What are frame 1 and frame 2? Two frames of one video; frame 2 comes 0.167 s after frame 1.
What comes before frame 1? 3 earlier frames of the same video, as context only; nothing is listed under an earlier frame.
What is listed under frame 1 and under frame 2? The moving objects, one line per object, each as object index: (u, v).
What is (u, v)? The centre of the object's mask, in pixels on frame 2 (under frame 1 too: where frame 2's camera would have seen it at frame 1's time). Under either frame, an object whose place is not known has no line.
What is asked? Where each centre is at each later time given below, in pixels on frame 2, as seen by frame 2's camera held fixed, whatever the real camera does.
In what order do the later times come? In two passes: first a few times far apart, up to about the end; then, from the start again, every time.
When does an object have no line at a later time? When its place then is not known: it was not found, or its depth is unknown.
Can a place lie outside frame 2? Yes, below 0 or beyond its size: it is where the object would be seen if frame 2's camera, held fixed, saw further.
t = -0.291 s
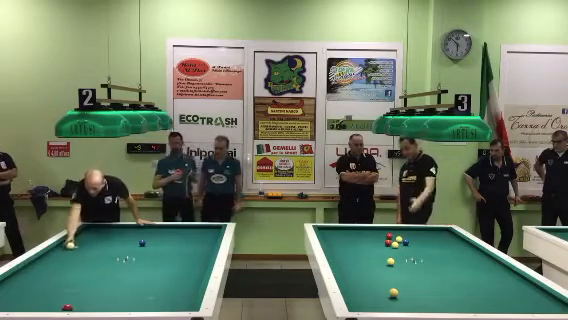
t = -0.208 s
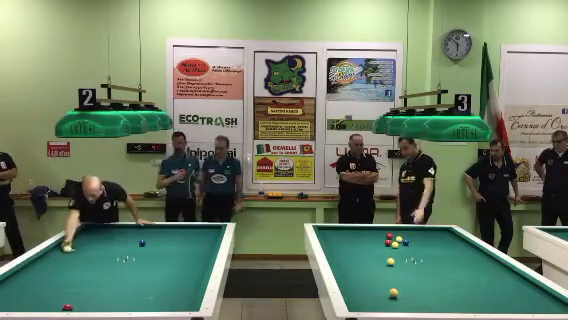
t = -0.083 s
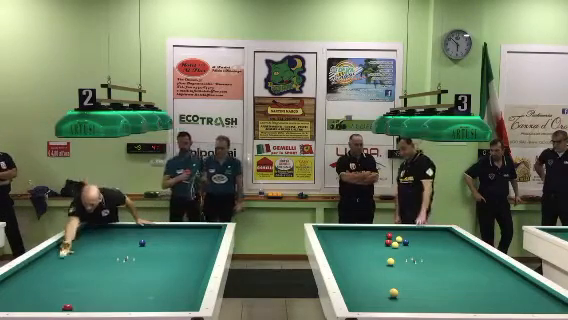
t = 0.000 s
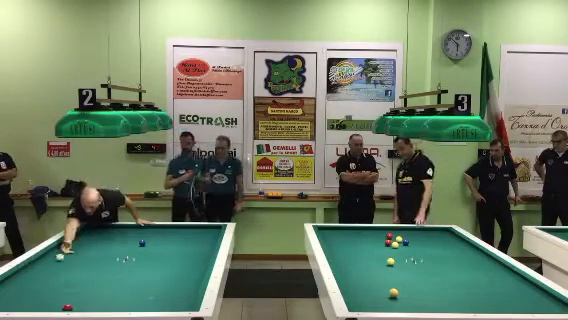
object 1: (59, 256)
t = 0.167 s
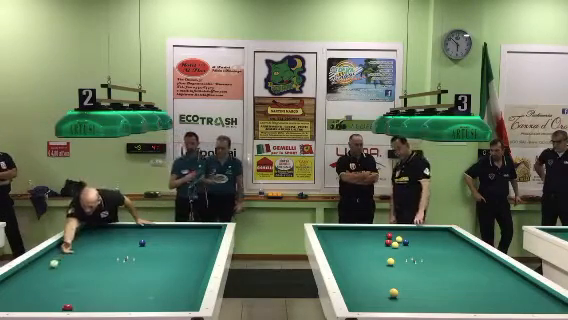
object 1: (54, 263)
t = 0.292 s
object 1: (49, 268)
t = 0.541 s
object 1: (40, 279)
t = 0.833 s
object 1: (27, 293)
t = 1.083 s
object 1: (14, 306)
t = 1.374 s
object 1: (28, 299)
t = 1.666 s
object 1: (42, 291)
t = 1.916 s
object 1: (54, 284)
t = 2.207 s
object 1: (65, 278)
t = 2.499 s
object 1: (75, 272)
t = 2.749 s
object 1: (83, 267)
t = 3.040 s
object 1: (92, 262)
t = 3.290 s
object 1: (99, 258)
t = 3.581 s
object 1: (106, 253)
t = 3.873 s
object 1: (113, 249)
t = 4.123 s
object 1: (118, 246)
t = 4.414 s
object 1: (124, 243)
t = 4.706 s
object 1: (129, 240)
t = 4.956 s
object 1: (134, 237)
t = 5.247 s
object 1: (139, 234)
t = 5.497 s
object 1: (142, 232)
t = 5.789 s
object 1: (146, 230)
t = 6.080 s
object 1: (150, 227)
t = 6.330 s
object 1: (152, 227)
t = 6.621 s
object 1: (152, 227)
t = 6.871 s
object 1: (152, 228)
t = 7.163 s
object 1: (151, 229)
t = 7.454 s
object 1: (151, 230)
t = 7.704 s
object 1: (151, 230)
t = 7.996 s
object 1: (151, 232)
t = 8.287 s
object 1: (151, 232)
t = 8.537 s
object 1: (151, 233)
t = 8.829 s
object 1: (151, 234)
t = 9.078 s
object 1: (150, 235)
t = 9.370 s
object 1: (150, 235)
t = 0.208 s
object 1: (52, 264)
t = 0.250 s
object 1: (51, 266)
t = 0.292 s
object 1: (49, 268)
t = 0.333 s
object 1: (48, 270)
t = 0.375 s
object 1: (46, 271)
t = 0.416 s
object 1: (45, 273)
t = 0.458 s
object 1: (43, 275)
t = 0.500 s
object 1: (42, 277)
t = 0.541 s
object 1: (40, 279)
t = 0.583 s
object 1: (38, 281)
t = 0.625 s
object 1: (36, 283)
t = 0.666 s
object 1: (34, 285)
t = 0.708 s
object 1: (32, 287)
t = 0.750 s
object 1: (30, 289)
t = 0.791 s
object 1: (28, 291)
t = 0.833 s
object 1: (27, 293)
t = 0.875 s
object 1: (25, 295)
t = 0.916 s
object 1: (23, 297)
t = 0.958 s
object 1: (21, 300)
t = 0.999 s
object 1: (18, 302)
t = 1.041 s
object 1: (17, 304)
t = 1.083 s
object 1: (14, 306)
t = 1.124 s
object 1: (12, 308)
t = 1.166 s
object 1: (14, 307)
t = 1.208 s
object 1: (18, 305)
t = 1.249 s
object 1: (21, 304)
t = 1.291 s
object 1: (23, 303)
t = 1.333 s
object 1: (26, 300)
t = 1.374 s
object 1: (28, 299)
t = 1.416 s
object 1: (30, 298)
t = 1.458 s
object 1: (33, 297)
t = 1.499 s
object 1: (35, 296)
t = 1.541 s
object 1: (37, 295)
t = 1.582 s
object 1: (39, 293)
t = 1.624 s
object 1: (41, 292)
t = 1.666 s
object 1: (42, 291)
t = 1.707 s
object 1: (44, 290)
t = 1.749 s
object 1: (46, 289)
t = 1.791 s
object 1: (48, 288)
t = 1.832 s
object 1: (50, 287)
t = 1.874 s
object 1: (52, 285)
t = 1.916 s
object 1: (54, 284)
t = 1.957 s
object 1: (55, 283)
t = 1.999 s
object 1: (57, 283)
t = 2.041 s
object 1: (59, 282)
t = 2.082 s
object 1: (60, 281)
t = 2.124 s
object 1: (62, 280)
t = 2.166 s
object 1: (63, 279)
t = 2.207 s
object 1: (65, 278)
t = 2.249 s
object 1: (67, 276)
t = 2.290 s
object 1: (68, 276)
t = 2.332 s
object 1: (70, 275)
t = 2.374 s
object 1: (71, 274)
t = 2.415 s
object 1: (73, 273)
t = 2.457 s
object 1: (74, 272)
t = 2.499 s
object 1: (75, 272)
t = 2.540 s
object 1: (77, 271)
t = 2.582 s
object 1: (78, 270)
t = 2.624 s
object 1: (79, 269)
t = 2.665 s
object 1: (80, 268)
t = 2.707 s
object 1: (82, 268)
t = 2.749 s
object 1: (83, 267)
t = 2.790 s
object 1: (85, 266)
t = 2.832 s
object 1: (86, 265)
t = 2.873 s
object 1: (87, 265)
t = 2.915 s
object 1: (88, 264)
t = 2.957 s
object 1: (89, 263)
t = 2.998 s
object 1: (91, 262)
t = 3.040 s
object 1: (92, 262)
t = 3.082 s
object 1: (93, 261)
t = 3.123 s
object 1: (94, 260)
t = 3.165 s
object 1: (95, 260)
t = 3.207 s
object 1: (96, 259)
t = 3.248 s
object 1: (98, 259)
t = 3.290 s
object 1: (99, 258)
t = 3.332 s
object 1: (100, 257)
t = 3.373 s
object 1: (101, 257)
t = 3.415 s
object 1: (102, 256)
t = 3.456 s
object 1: (103, 255)
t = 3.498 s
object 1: (104, 255)
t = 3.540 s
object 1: (105, 254)
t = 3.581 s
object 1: (106, 253)
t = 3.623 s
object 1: (107, 253)
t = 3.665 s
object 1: (108, 252)
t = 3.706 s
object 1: (109, 252)
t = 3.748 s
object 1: (110, 251)
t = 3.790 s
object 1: (111, 251)
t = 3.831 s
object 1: (112, 250)
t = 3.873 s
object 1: (113, 249)
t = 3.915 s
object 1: (114, 249)
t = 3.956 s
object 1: (115, 248)
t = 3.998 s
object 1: (116, 248)
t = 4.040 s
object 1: (117, 247)
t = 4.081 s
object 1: (117, 247)
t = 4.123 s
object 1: (118, 246)
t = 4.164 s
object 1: (119, 246)
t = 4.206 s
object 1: (120, 245)
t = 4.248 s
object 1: (121, 245)
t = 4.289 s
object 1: (122, 244)
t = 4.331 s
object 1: (122, 244)
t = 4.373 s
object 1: (123, 243)
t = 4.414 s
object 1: (124, 243)
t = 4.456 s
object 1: (125, 242)
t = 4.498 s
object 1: (125, 242)
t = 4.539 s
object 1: (126, 241)
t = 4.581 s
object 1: (127, 241)
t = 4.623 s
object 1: (128, 241)
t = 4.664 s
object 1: (129, 240)
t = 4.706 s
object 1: (129, 240)
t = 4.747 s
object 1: (130, 239)
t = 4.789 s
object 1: (131, 239)
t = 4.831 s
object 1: (132, 238)
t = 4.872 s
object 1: (132, 238)
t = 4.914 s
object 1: (133, 238)
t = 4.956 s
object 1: (134, 237)
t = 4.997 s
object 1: (134, 237)
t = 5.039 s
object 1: (135, 236)
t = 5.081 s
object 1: (136, 236)
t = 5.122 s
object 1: (136, 235)
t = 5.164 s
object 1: (137, 235)
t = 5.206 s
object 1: (138, 235)
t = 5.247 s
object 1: (139, 234)
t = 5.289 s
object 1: (139, 234)
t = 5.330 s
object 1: (140, 233)
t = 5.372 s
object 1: (140, 233)
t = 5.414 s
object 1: (141, 233)
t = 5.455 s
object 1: (141, 232)
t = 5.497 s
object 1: (142, 232)
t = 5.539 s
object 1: (142, 232)
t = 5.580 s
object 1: (143, 232)
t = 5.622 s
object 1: (144, 231)
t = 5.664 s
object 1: (144, 231)
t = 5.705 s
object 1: (145, 230)
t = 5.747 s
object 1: (146, 230)
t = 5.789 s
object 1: (146, 230)
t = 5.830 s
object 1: (147, 229)
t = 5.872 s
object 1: (147, 229)
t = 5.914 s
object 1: (148, 229)
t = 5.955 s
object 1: (148, 228)
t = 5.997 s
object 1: (149, 228)
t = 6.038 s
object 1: (149, 227)
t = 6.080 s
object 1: (150, 227)
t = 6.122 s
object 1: (150, 227)
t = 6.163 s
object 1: (151, 227)
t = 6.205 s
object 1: (151, 226)
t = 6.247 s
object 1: (152, 227)
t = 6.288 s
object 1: (152, 227)
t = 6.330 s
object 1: (152, 227)
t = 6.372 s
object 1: (152, 226)
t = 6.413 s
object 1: (152, 227)
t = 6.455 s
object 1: (152, 226)
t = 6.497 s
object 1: (152, 226)
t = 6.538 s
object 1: (152, 227)
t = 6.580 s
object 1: (152, 227)
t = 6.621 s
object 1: (152, 227)
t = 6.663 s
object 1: (152, 227)
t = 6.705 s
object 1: (152, 227)
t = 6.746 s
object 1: (152, 227)
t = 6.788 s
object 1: (152, 228)
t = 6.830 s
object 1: (152, 228)
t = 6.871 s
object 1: (152, 228)
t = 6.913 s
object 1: (151, 228)
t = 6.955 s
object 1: (152, 228)
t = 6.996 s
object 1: (151, 228)
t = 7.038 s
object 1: (151, 228)
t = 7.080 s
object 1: (152, 228)
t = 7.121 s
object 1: (151, 229)
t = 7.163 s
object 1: (151, 229)
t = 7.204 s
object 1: (151, 229)
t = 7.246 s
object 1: (151, 229)
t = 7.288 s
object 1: (151, 229)
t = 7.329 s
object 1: (151, 229)
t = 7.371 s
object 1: (151, 230)
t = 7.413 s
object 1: (151, 230)
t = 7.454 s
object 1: (151, 230)
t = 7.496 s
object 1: (151, 230)
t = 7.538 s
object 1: (151, 230)
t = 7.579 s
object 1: (151, 230)
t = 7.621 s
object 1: (151, 230)
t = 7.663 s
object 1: (151, 230)
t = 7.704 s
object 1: (151, 230)
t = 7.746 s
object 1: (151, 231)
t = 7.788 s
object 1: (151, 231)
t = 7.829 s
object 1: (151, 231)
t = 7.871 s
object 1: (151, 231)
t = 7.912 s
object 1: (151, 231)
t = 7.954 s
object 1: (151, 231)
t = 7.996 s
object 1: (151, 232)
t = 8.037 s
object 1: (151, 232)
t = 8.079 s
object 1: (151, 232)
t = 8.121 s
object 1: (151, 232)
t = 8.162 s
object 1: (151, 232)
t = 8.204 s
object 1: (151, 232)
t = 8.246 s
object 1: (151, 232)
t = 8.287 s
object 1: (151, 232)
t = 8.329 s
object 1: (151, 232)
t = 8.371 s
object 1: (151, 233)
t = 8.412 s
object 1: (151, 233)
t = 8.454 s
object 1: (151, 233)
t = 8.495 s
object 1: (151, 233)
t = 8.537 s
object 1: (151, 233)
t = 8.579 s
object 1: (151, 234)
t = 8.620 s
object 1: (151, 234)
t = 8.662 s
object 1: (151, 234)
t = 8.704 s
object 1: (151, 234)
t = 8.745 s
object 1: (151, 234)
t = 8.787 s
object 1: (151, 234)
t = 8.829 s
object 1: (151, 234)
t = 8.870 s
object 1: (151, 234)
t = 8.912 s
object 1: (151, 235)
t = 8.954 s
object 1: (150, 235)
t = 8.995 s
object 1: (150, 235)
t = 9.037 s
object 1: (150, 235)
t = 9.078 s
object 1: (150, 235)
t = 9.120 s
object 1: (150, 235)
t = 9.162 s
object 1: (150, 235)
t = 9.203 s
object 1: (150, 235)
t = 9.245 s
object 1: (150, 235)
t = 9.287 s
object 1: (150, 235)
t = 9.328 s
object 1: (150, 235)
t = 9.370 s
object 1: (150, 235)
